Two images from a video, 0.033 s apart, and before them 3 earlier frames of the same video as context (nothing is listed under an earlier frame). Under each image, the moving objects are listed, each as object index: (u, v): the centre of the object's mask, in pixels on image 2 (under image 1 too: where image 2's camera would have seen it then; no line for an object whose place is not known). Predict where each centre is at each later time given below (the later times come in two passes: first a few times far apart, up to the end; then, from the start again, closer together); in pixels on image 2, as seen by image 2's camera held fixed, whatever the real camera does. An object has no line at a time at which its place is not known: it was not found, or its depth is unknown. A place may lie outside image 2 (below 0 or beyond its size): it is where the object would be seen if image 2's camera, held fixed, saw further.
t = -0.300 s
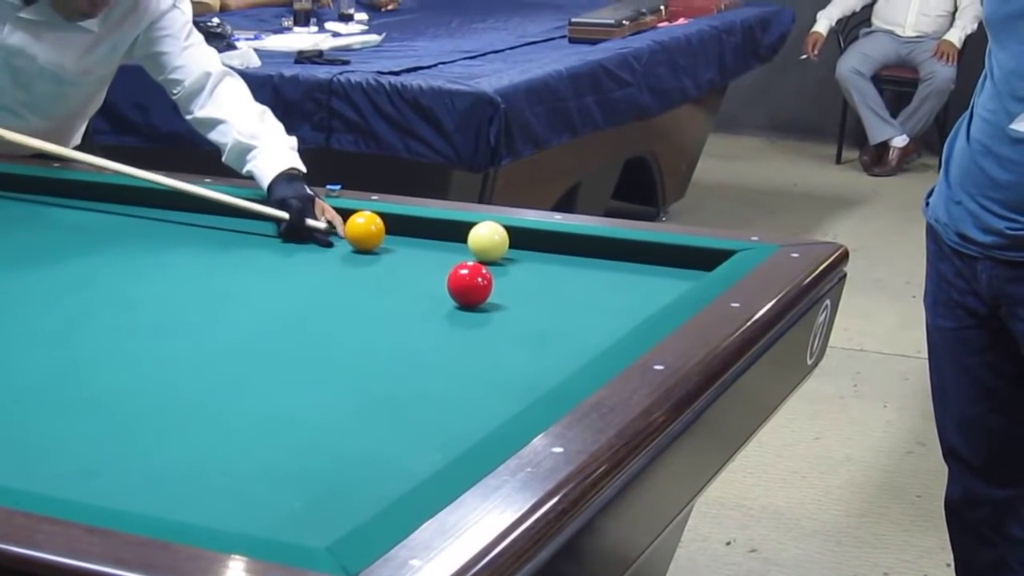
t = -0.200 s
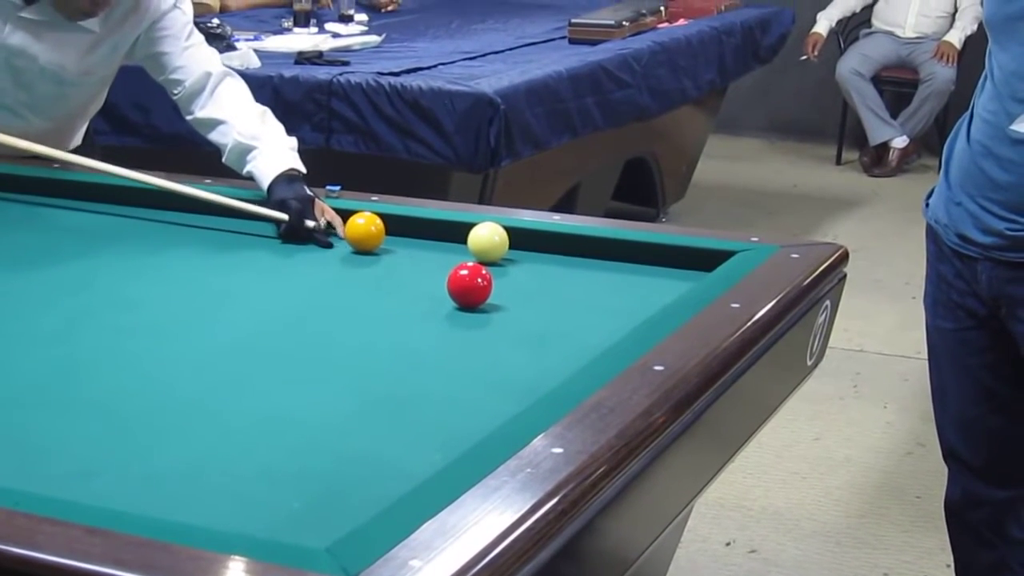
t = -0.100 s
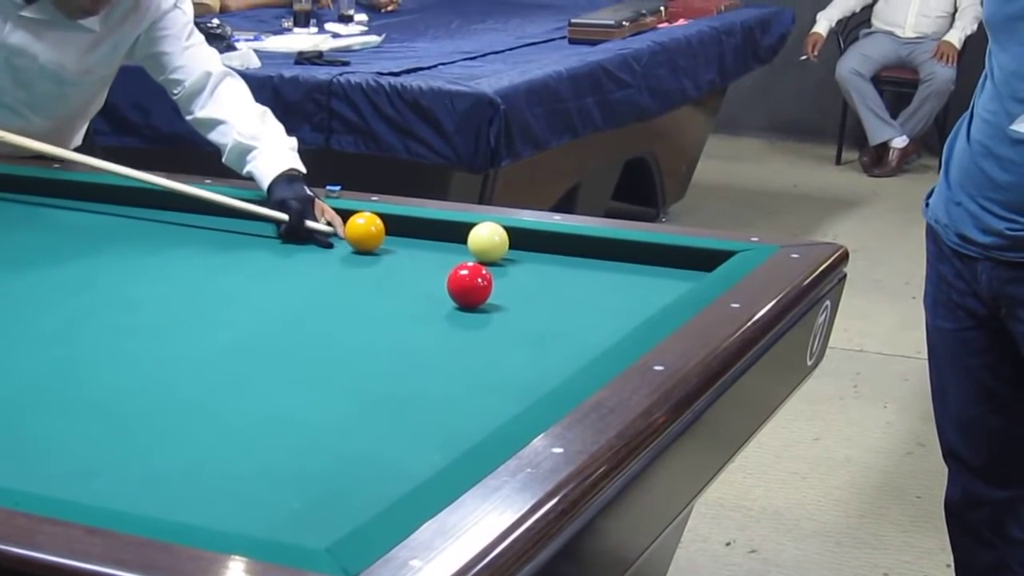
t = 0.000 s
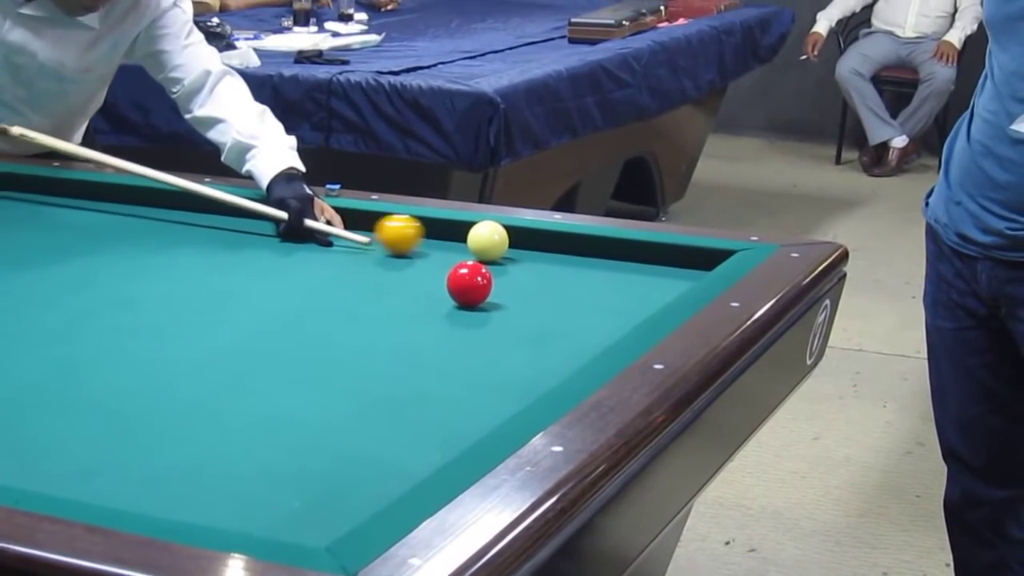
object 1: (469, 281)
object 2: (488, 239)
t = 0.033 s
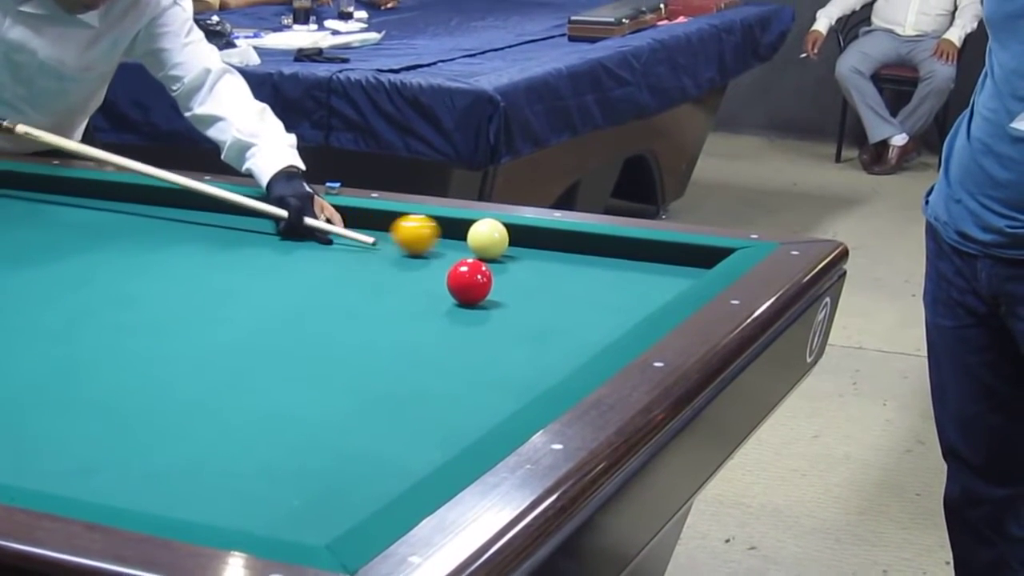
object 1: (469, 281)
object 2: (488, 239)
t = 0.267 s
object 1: (469, 281)
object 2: (536, 239)
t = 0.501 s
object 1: (469, 281)
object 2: (593, 242)
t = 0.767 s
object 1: (469, 281)
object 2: (641, 251)
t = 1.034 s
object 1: (469, 282)
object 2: (687, 259)
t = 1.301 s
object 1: (470, 282)
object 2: (683, 263)
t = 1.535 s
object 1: (473, 285)
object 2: (654, 264)
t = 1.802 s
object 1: (476, 288)
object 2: (623, 264)
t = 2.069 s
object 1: (478, 291)
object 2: (593, 265)
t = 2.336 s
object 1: (479, 294)
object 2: (566, 266)
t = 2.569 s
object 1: (479, 295)
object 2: (543, 267)
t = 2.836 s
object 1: (479, 296)
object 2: (519, 267)
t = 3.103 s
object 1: (479, 297)
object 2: (499, 265)
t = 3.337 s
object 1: (480, 297)
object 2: (494, 264)
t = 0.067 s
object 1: (469, 281)
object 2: (488, 238)
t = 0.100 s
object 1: (469, 281)
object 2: (488, 239)
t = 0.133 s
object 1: (469, 281)
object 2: (498, 238)
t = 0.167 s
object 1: (469, 281)
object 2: (509, 238)
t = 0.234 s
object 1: (469, 281)
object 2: (527, 239)
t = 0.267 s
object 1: (469, 281)
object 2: (536, 239)
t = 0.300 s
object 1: (469, 281)
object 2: (545, 240)
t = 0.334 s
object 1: (469, 281)
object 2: (553, 240)
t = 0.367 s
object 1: (469, 281)
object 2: (562, 240)
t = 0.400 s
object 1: (469, 281)
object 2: (571, 240)
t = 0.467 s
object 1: (469, 281)
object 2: (588, 241)
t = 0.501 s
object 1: (469, 281)
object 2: (593, 242)
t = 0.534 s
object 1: (469, 281)
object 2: (599, 243)
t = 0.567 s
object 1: (469, 281)
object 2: (605, 244)
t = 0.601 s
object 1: (469, 281)
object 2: (611, 245)
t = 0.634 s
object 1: (469, 281)
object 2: (617, 247)
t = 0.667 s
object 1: (469, 281)
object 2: (623, 247)
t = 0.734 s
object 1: (469, 281)
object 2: (635, 250)
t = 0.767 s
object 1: (469, 281)
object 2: (641, 251)
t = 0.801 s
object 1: (469, 281)
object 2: (647, 252)
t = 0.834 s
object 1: (469, 281)
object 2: (653, 253)
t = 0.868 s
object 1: (469, 281)
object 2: (659, 254)
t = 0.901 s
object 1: (469, 281)
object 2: (664, 255)
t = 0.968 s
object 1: (469, 281)
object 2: (676, 257)
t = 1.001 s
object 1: (469, 281)
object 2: (682, 258)
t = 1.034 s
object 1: (469, 282)
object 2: (687, 259)
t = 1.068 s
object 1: (469, 281)
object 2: (692, 259)
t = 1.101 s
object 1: (469, 281)
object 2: (697, 259)
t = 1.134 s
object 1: (470, 281)
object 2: (701, 259)
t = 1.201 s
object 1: (470, 281)
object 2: (694, 260)
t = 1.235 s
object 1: (470, 281)
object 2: (690, 261)
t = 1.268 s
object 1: (470, 281)
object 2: (687, 262)
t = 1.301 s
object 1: (470, 282)
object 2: (683, 263)
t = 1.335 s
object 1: (470, 282)
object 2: (679, 263)
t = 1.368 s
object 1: (471, 283)
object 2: (675, 264)
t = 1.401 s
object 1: (472, 283)
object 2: (671, 264)
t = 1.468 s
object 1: (472, 284)
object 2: (662, 264)
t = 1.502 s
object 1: (473, 285)
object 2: (658, 263)
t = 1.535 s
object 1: (473, 285)
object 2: (654, 264)
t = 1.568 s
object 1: (474, 286)
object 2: (650, 264)
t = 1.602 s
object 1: (474, 286)
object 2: (646, 264)
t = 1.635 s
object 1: (474, 287)
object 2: (642, 264)
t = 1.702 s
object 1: (475, 287)
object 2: (634, 264)
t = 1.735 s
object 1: (476, 288)
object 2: (630, 264)
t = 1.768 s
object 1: (476, 288)
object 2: (627, 264)
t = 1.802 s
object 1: (476, 288)
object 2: (623, 264)
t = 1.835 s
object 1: (476, 288)
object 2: (619, 264)
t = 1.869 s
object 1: (477, 289)
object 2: (615, 264)
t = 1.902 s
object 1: (477, 289)
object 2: (611, 264)
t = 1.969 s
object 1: (478, 290)
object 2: (604, 265)
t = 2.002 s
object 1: (477, 291)
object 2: (600, 265)
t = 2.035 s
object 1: (478, 291)
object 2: (597, 265)
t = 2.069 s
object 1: (478, 291)
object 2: (593, 265)
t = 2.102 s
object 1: (478, 292)
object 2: (590, 265)
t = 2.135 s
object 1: (478, 292)
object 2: (586, 265)
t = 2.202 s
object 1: (479, 293)
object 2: (579, 266)
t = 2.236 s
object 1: (479, 293)
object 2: (576, 266)
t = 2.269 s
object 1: (479, 293)
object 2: (572, 266)
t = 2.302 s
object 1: (479, 294)
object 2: (569, 266)
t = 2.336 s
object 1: (479, 294)
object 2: (566, 266)
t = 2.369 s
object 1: (479, 294)
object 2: (562, 266)
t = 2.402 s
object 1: (479, 294)
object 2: (559, 266)
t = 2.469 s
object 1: (479, 295)
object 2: (552, 266)
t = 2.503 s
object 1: (479, 295)
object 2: (549, 267)
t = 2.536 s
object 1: (479, 295)
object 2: (546, 267)
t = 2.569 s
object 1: (479, 295)
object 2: (543, 267)
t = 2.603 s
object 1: (479, 295)
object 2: (540, 267)
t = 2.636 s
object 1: (479, 295)
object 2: (537, 267)
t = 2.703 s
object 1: (479, 296)
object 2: (531, 267)
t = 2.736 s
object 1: (479, 296)
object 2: (528, 267)
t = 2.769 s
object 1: (479, 296)
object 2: (525, 267)
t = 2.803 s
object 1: (479, 296)
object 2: (522, 267)
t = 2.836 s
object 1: (479, 296)
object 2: (519, 267)
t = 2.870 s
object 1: (479, 297)
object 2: (516, 268)
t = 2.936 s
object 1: (479, 297)
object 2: (511, 267)
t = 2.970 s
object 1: (479, 297)
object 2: (509, 267)
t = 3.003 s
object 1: (479, 297)
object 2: (507, 266)
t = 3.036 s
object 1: (479, 297)
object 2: (504, 266)
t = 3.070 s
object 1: (479, 297)
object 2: (502, 266)
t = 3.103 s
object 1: (479, 297)
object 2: (499, 265)
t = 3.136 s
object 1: (480, 297)
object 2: (498, 265)
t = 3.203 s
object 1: (480, 297)
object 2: (496, 264)
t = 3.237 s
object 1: (480, 297)
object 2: (496, 264)
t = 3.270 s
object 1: (480, 297)
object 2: (495, 264)
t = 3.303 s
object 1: (480, 297)
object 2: (494, 264)
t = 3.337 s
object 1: (480, 297)
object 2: (494, 264)
